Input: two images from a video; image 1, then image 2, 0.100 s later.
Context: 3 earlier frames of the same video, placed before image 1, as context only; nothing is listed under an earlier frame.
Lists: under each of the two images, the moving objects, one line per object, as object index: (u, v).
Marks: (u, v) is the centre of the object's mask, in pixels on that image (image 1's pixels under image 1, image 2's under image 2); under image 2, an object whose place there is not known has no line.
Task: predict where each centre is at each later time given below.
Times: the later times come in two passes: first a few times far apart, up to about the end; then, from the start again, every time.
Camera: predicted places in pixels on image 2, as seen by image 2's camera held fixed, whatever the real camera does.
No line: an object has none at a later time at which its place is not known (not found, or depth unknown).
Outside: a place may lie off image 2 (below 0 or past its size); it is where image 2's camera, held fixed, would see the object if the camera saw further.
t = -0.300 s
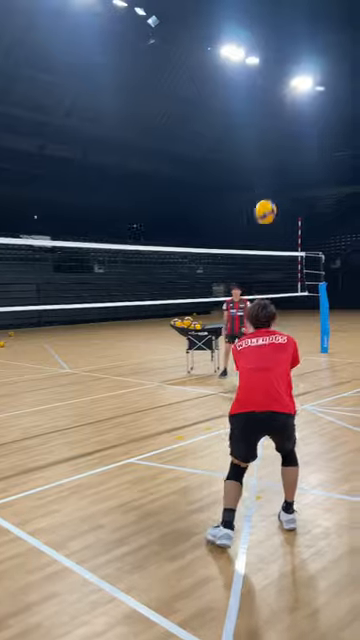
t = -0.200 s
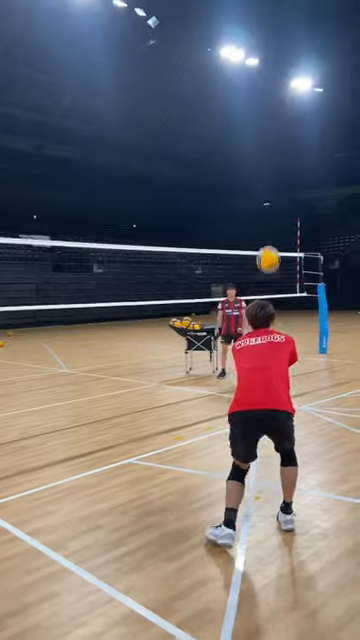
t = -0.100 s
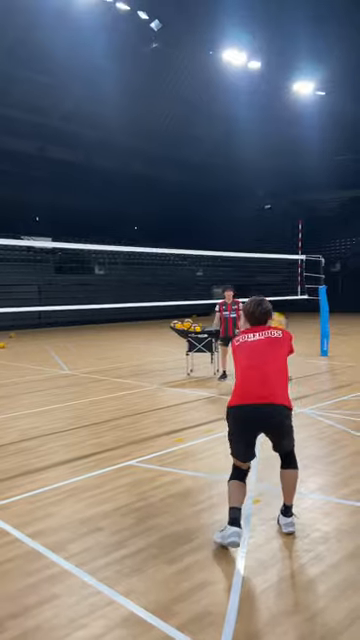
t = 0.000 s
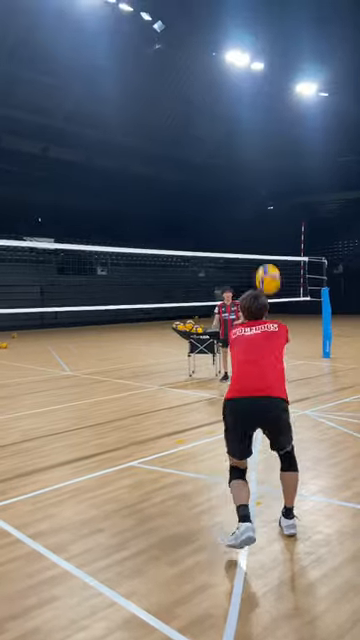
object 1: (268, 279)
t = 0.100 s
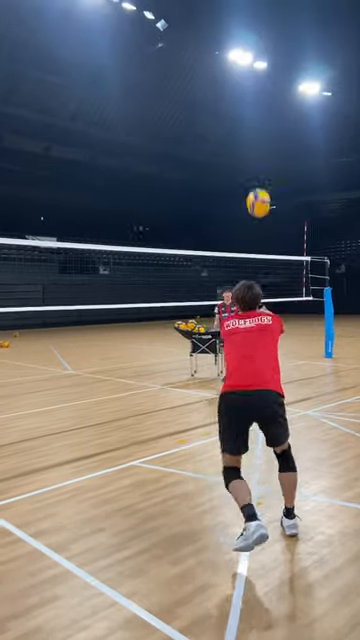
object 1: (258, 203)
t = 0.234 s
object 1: (244, 131)
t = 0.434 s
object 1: (228, 76)
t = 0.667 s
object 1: (214, 67)
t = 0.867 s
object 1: (205, 93)
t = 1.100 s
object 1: (198, 146)
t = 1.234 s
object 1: (195, 188)
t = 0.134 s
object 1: (255, 182)
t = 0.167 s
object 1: (251, 163)
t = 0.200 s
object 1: (248, 146)
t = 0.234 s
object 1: (244, 131)
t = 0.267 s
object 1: (241, 118)
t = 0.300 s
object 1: (239, 107)
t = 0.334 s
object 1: (236, 97)
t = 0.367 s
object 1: (234, 88)
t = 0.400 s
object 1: (231, 81)
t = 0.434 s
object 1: (228, 76)
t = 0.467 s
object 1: (225, 72)
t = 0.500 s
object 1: (223, 68)
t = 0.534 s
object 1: (222, 66)
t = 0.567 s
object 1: (219, 64)
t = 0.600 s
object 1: (218, 64)
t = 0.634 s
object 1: (216, 65)
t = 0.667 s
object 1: (214, 67)
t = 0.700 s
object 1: (213, 69)
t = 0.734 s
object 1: (211, 73)
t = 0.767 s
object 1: (209, 76)
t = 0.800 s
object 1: (208, 82)
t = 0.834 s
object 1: (207, 87)
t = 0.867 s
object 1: (205, 93)
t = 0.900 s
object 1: (204, 100)
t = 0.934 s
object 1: (204, 103)
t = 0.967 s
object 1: (202, 111)
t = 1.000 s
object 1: (201, 119)
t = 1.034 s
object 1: (200, 127)
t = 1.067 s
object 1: (199, 137)
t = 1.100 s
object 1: (198, 146)
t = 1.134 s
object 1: (197, 156)
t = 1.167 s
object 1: (196, 166)
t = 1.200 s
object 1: (195, 177)
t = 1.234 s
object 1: (195, 188)
